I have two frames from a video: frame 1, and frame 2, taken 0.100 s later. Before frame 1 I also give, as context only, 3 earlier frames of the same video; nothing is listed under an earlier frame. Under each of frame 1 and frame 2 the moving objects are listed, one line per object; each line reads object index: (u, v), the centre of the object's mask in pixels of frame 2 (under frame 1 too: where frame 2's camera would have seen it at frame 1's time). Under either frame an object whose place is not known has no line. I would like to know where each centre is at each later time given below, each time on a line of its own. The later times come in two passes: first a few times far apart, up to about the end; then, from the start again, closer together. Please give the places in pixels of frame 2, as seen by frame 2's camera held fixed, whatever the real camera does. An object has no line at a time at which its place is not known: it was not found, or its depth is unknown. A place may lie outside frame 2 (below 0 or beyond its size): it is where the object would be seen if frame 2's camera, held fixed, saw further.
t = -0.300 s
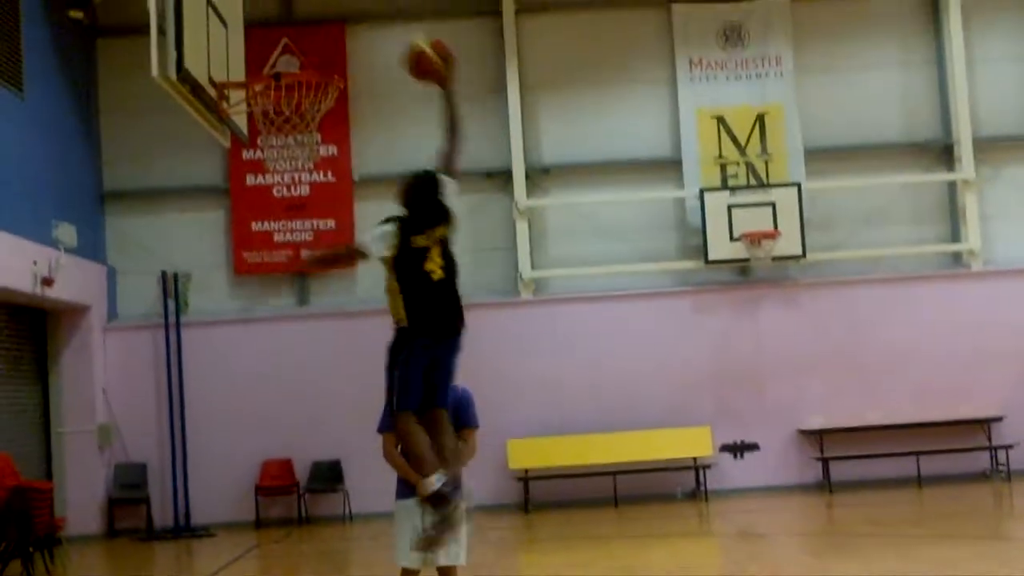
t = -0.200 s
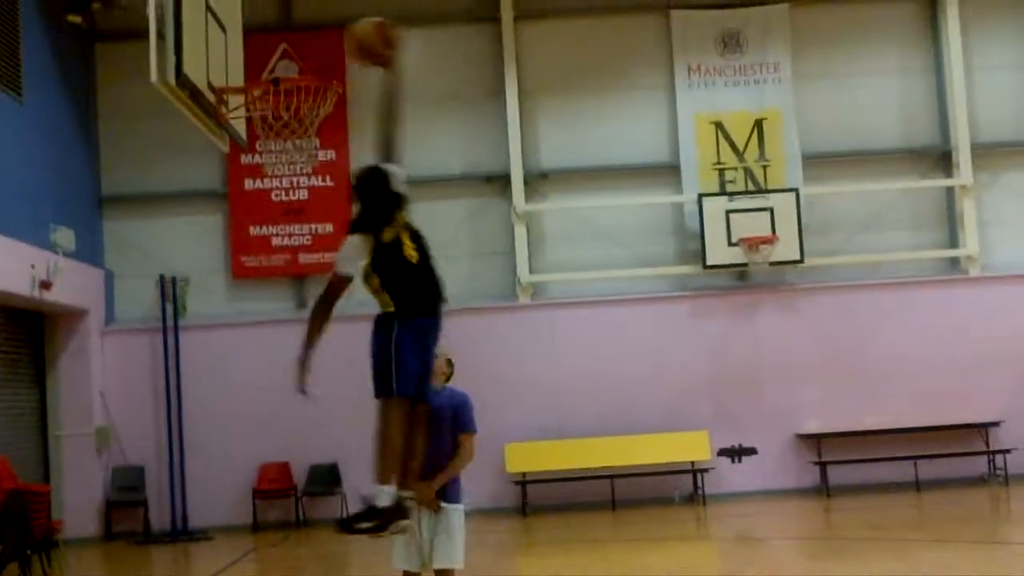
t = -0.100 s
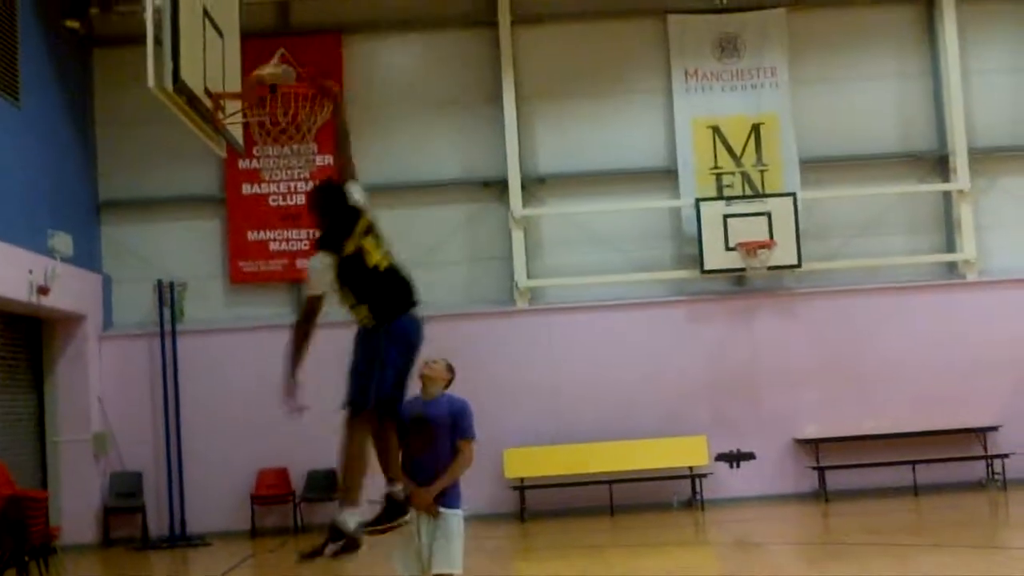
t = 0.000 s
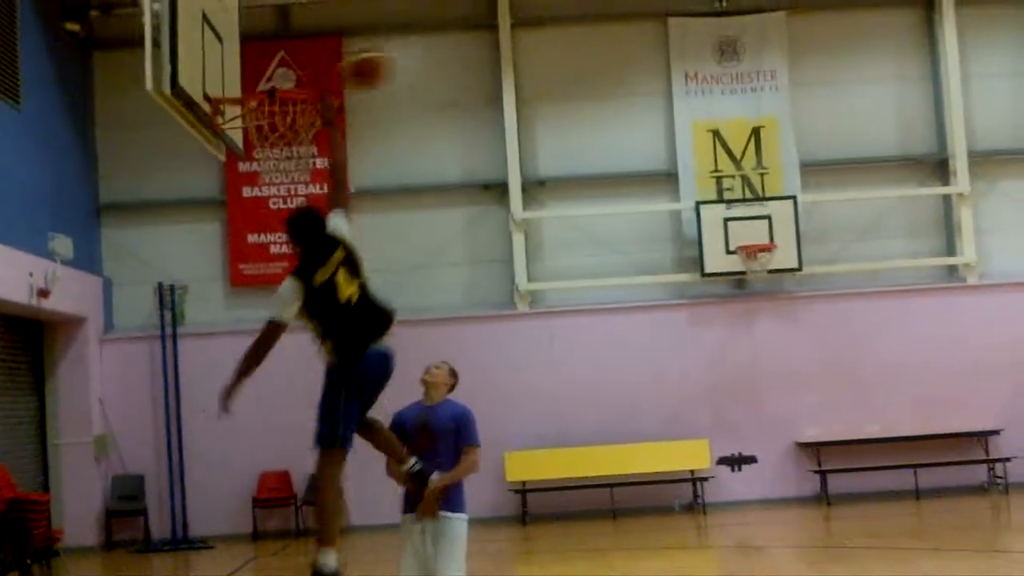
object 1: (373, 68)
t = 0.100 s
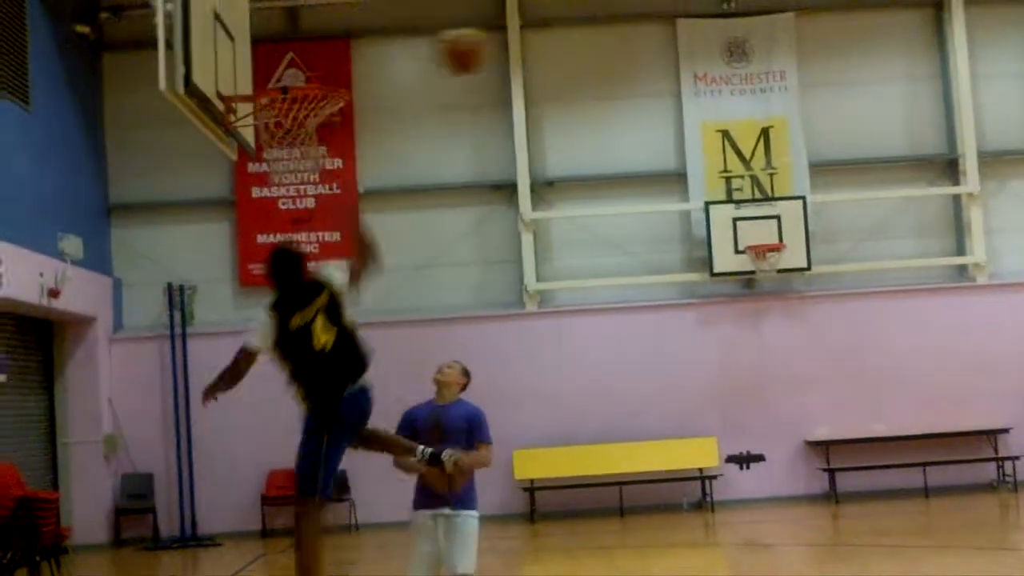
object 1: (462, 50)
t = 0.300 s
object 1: (652, 73)
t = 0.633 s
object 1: (985, 286)
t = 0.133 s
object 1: (492, 51)
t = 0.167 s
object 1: (525, 51)
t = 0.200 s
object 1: (553, 54)
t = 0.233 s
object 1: (586, 56)
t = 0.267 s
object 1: (618, 61)
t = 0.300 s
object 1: (652, 73)
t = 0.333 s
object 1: (684, 83)
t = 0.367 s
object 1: (712, 97)
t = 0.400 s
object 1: (744, 112)
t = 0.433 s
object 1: (778, 129)
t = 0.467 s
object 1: (812, 145)
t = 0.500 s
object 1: (845, 170)
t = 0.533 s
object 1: (877, 195)
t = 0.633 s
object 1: (985, 286)
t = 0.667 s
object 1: (1018, 319)
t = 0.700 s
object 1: (1039, 352)
